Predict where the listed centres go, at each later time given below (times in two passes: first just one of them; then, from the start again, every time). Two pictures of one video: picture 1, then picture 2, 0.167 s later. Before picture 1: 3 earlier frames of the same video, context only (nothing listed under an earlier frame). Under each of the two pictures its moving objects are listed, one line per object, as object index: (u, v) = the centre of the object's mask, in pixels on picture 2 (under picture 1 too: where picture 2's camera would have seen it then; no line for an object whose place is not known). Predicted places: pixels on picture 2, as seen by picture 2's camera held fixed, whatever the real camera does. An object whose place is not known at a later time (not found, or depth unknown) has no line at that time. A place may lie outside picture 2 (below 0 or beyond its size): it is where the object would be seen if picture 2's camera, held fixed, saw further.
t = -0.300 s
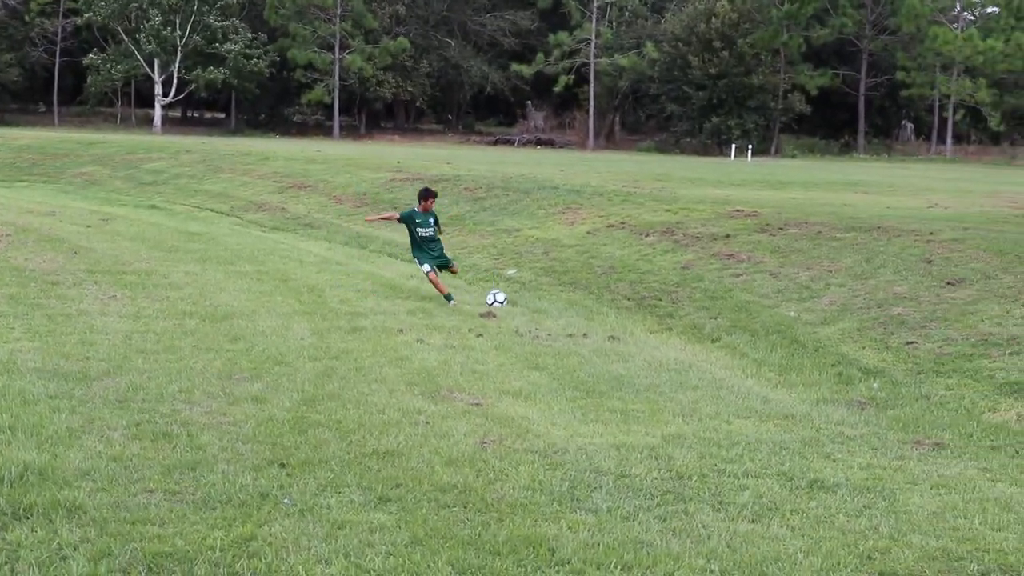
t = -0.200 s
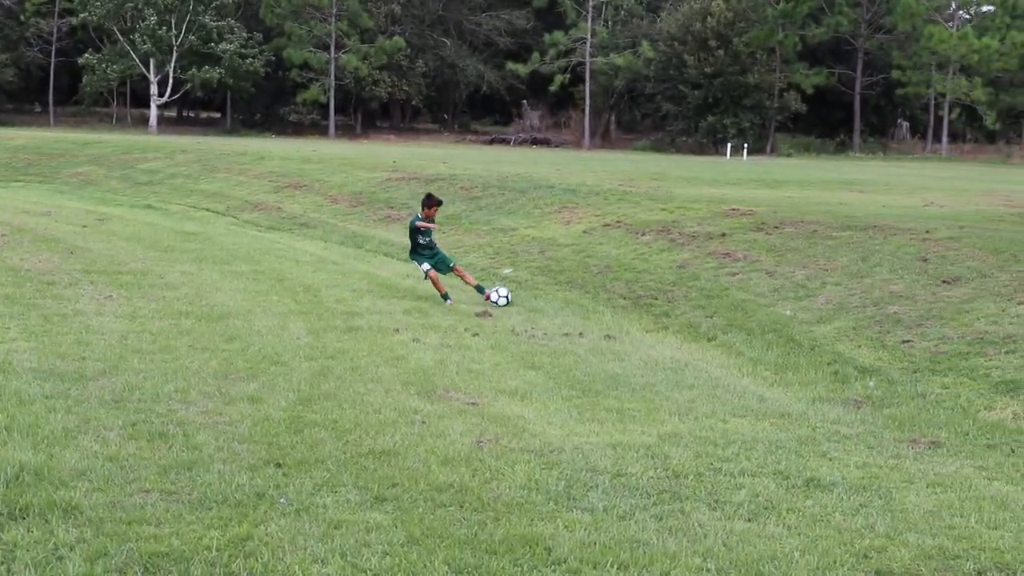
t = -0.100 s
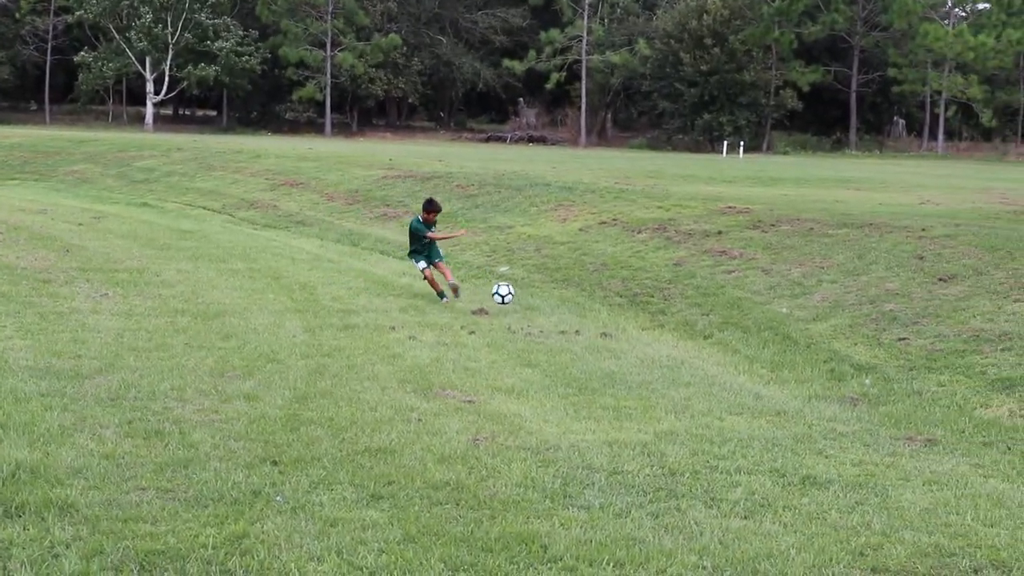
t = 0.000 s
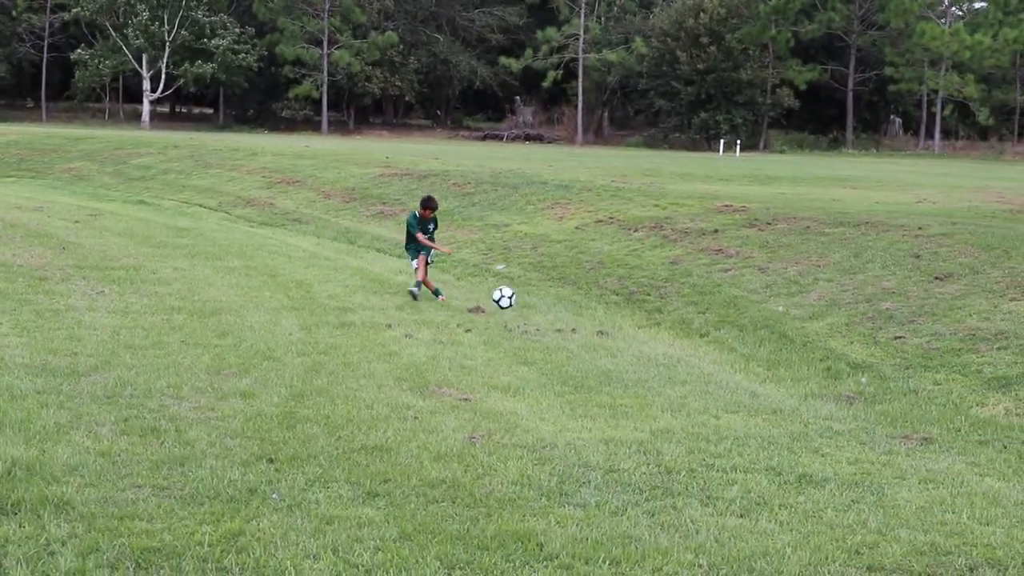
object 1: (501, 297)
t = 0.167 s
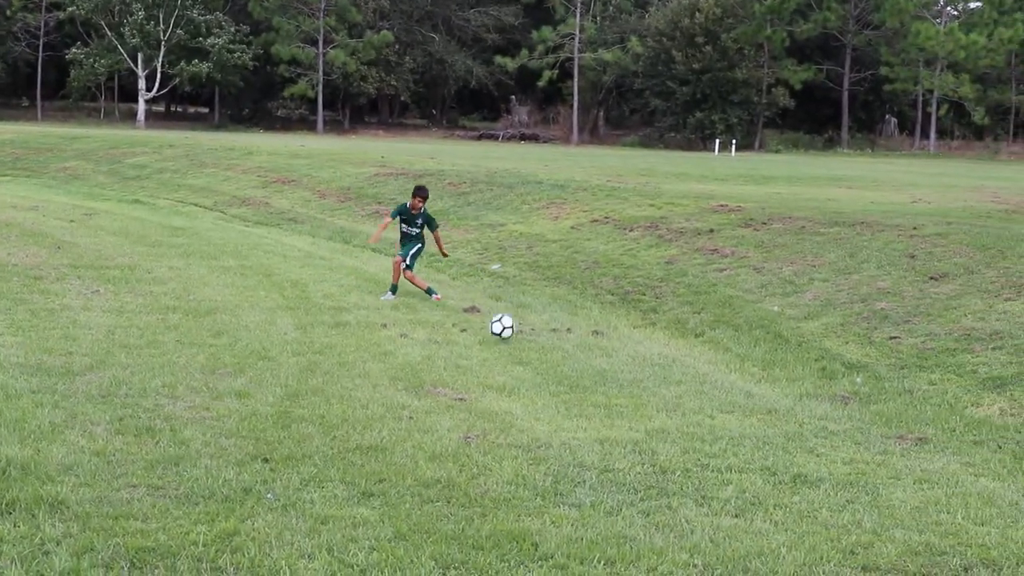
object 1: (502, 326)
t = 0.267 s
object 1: (501, 346)
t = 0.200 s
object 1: (502, 337)
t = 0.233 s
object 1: (501, 341)
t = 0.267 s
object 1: (501, 346)
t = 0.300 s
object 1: (500, 347)
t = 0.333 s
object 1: (501, 348)
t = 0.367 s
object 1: (501, 348)
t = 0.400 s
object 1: (501, 351)
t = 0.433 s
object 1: (500, 354)
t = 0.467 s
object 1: (500, 360)
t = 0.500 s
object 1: (500, 368)
